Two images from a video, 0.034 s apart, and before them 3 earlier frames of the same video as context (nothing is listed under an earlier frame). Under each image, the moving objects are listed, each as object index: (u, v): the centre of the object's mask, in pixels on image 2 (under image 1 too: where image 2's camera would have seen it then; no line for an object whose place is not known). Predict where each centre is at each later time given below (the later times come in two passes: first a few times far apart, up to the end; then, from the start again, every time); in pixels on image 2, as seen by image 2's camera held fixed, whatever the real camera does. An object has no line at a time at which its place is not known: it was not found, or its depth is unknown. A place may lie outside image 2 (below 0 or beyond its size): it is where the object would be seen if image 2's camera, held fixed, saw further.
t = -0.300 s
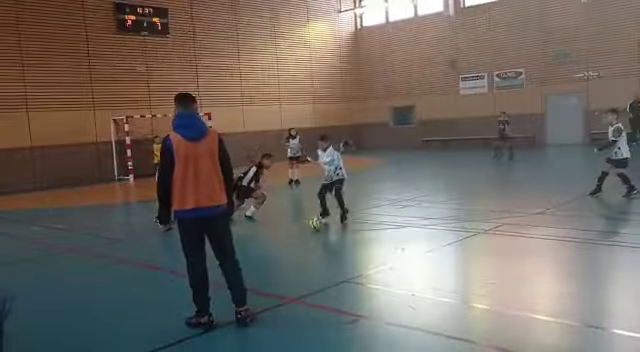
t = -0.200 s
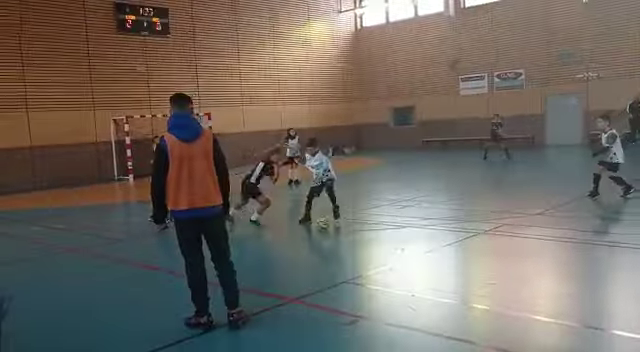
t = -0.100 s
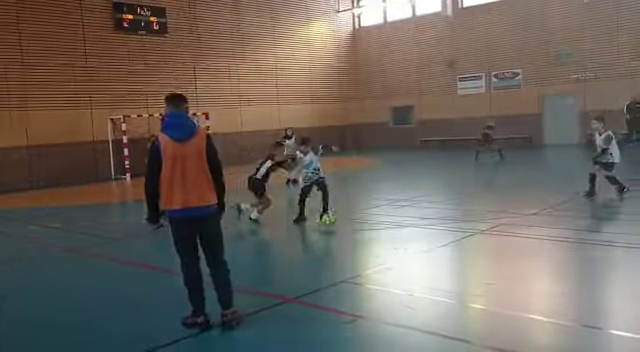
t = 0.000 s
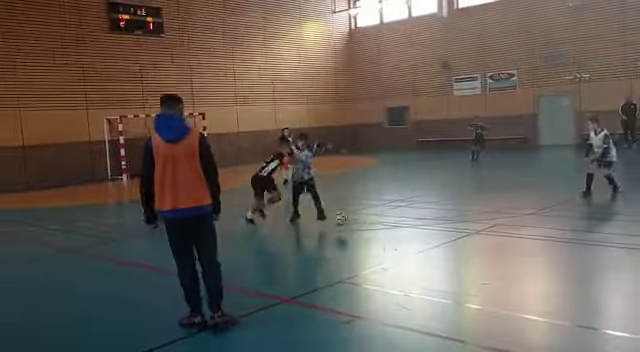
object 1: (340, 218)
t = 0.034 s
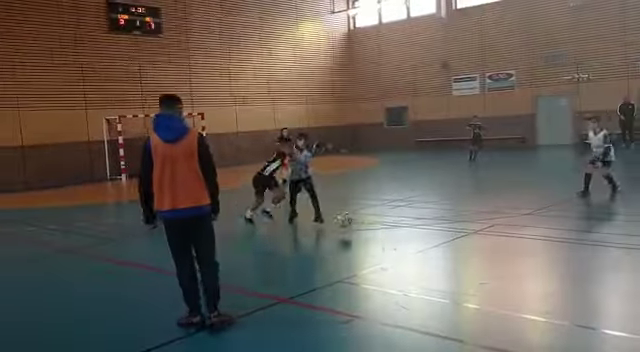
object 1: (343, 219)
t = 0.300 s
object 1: (393, 235)
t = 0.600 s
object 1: (455, 247)
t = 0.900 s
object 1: (530, 258)
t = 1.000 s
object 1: (558, 263)
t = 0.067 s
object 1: (350, 221)
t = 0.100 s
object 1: (356, 226)
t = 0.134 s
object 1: (363, 228)
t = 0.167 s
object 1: (368, 232)
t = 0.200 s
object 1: (374, 232)
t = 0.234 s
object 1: (380, 232)
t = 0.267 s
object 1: (386, 233)
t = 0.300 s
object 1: (393, 235)
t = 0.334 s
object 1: (399, 239)
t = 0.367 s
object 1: (406, 239)
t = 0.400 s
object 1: (412, 239)
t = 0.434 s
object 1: (419, 241)
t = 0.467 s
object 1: (426, 242)
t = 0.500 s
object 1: (433, 243)
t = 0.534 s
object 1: (440, 245)
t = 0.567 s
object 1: (447, 246)
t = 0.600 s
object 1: (455, 247)
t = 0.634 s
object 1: (462, 248)
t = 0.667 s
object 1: (470, 250)
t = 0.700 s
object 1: (478, 251)
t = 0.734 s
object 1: (486, 251)
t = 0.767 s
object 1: (494, 253)
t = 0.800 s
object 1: (503, 255)
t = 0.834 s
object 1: (511, 256)
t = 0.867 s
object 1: (520, 257)
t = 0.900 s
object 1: (530, 258)
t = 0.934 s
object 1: (540, 260)
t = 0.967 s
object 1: (549, 261)
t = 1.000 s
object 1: (558, 263)
